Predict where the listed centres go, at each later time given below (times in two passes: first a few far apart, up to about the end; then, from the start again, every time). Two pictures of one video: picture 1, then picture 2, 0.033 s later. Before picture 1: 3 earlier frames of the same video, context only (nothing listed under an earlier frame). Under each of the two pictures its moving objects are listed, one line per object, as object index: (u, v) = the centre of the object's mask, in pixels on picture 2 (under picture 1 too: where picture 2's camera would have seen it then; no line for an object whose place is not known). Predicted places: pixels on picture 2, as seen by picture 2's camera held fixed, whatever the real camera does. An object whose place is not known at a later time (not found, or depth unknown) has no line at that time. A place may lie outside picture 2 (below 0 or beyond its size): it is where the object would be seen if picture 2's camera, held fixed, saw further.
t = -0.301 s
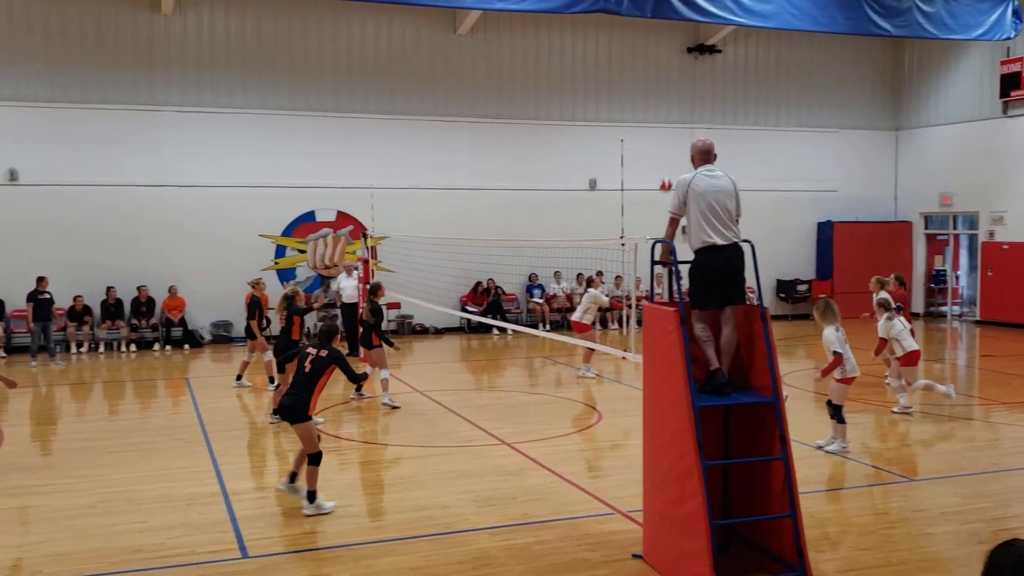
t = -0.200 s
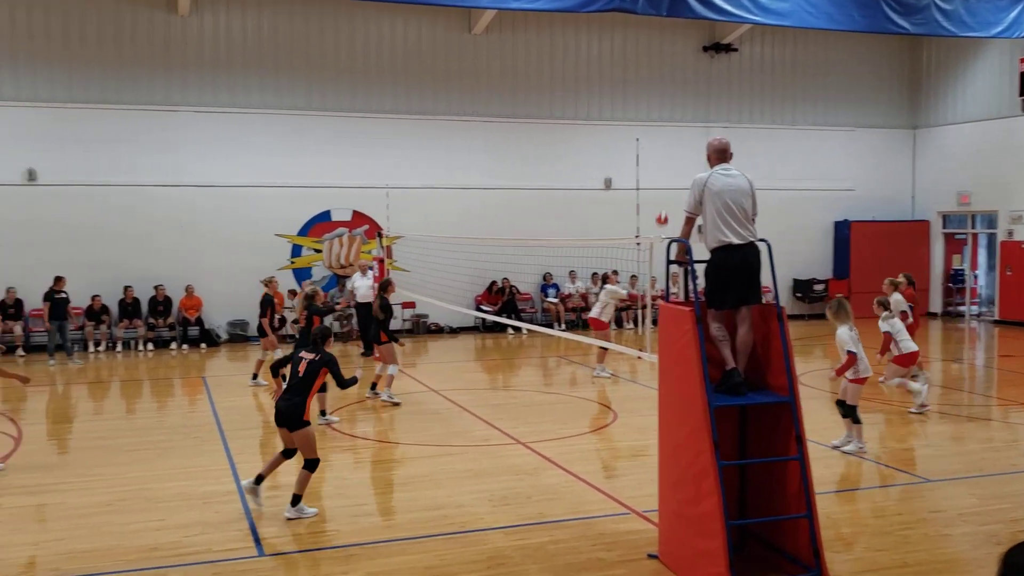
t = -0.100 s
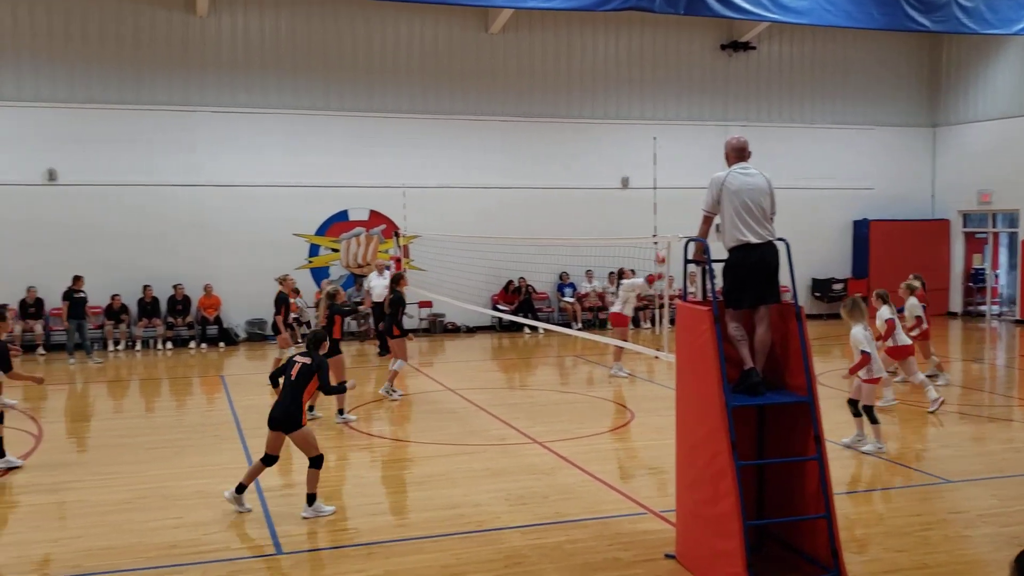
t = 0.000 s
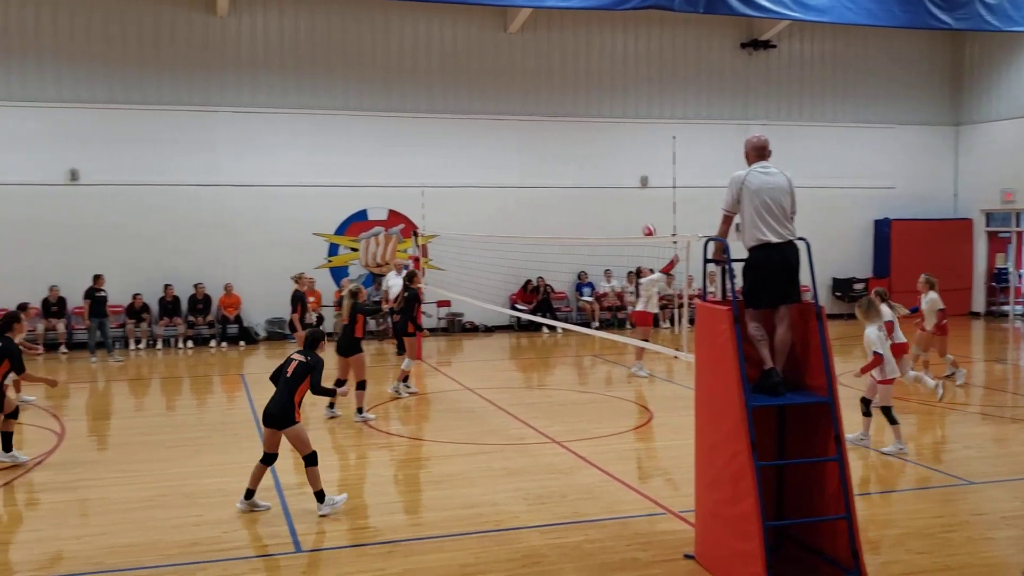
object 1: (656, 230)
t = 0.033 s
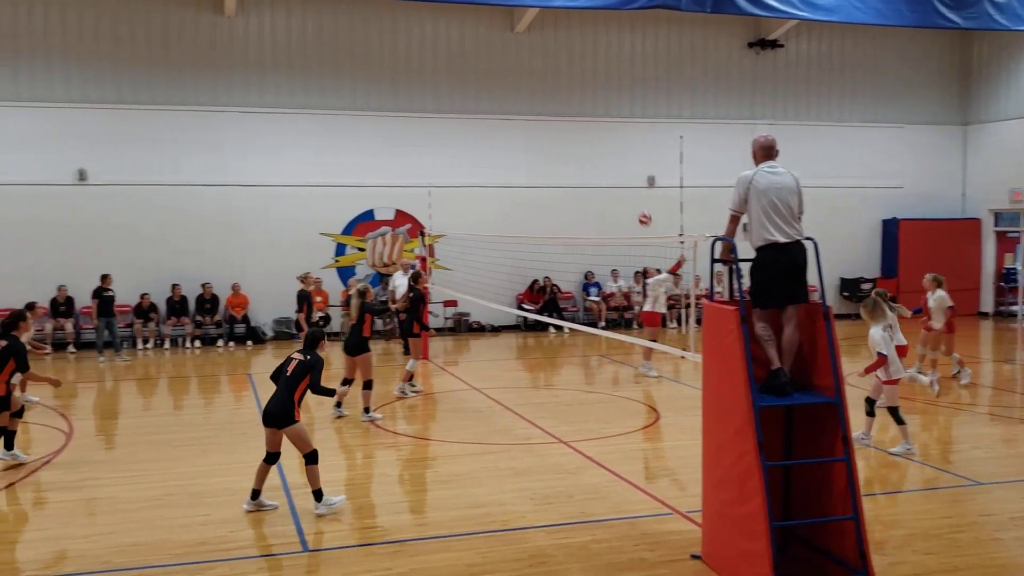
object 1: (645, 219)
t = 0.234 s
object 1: (575, 158)
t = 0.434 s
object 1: (501, 121)
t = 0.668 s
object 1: (409, 113)
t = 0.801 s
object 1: (355, 128)
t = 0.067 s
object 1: (633, 207)
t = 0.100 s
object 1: (622, 196)
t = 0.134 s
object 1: (610, 186)
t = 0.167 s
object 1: (599, 175)
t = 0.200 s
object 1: (587, 167)
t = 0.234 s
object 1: (575, 158)
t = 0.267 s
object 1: (563, 150)
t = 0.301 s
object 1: (550, 143)
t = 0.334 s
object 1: (538, 136)
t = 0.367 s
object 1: (526, 131)
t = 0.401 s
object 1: (514, 126)
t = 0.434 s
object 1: (501, 121)
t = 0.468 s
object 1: (489, 117)
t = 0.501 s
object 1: (475, 115)
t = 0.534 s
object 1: (462, 113)
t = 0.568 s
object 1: (449, 112)
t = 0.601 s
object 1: (436, 111)
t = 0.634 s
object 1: (423, 112)
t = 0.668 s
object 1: (409, 113)
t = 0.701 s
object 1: (396, 115)
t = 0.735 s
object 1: (382, 119)
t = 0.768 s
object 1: (369, 123)
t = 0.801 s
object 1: (355, 128)
